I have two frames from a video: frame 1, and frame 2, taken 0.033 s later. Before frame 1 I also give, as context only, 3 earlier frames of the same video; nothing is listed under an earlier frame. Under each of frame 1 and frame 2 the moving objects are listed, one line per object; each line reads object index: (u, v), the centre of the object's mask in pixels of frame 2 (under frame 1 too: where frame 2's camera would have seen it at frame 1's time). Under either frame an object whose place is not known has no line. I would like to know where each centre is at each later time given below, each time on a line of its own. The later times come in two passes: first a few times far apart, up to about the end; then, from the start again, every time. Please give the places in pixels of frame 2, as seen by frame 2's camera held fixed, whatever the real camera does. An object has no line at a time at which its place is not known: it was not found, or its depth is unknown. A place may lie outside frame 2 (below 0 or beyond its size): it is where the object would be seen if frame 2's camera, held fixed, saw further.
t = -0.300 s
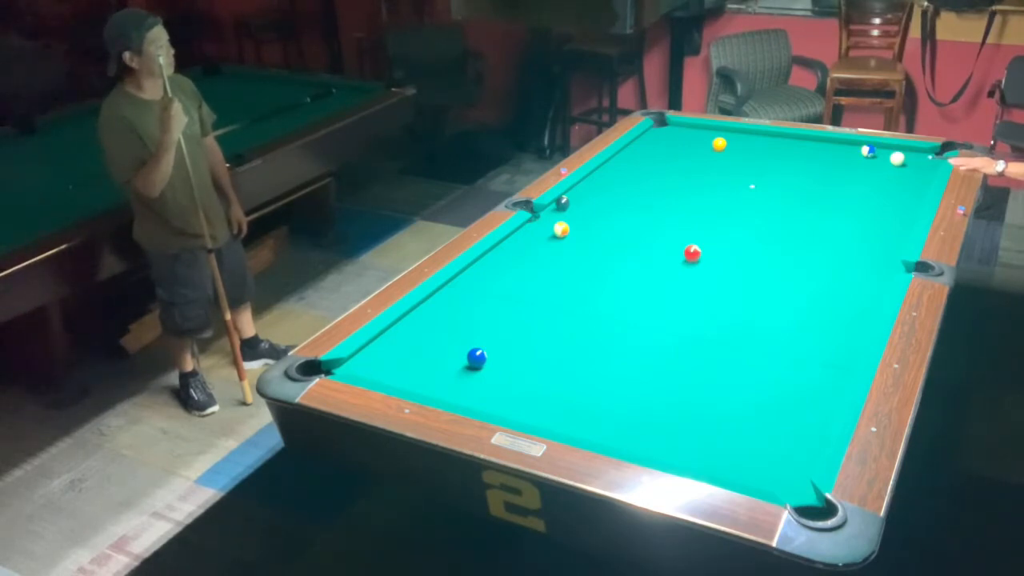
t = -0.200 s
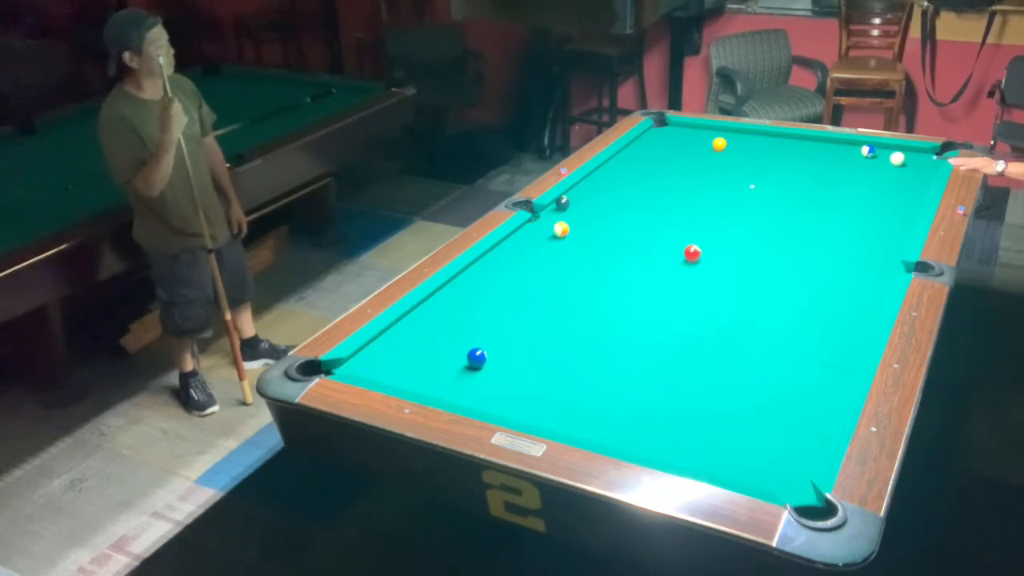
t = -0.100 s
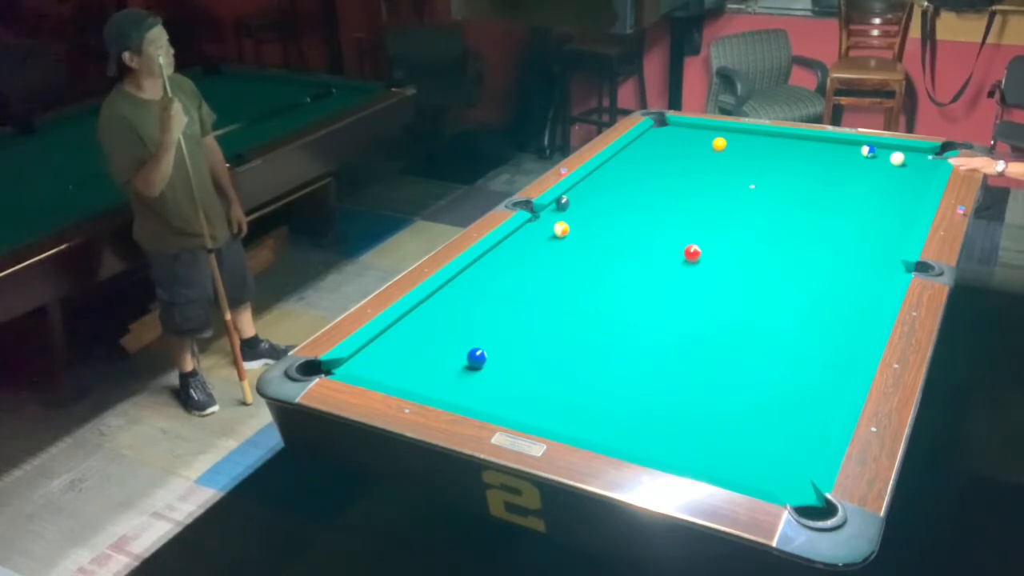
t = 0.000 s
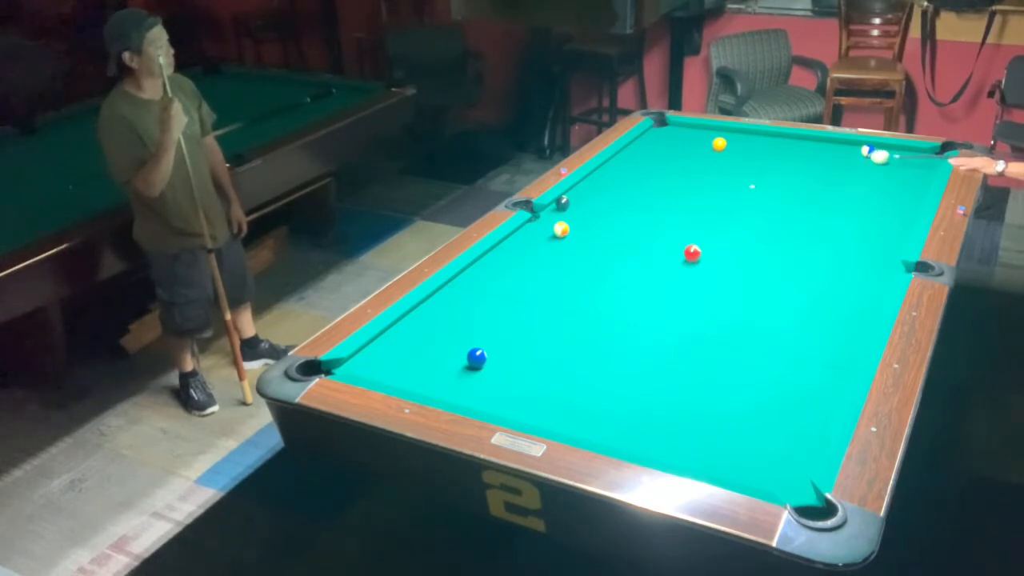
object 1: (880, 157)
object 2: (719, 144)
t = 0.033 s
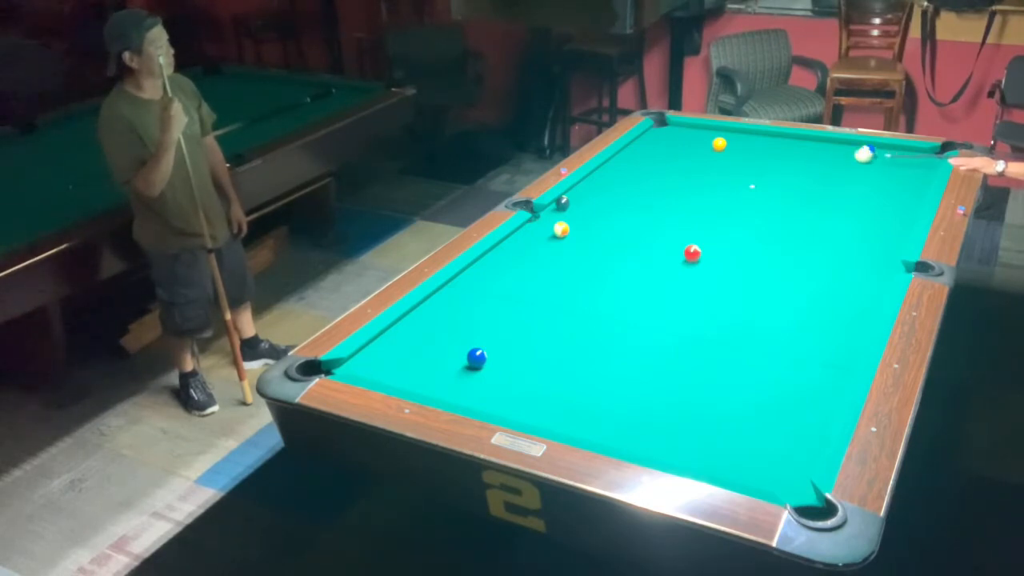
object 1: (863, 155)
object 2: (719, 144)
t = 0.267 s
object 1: (763, 148)
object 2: (719, 144)
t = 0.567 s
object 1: (707, 151)
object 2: (663, 134)
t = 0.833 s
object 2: (676, 133)
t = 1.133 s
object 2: (716, 135)
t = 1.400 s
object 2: (750, 138)
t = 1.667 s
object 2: (784, 140)
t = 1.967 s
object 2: (822, 142)
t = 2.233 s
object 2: (854, 144)
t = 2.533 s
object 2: (890, 147)
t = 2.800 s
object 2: (918, 150)
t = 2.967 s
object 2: (934, 152)
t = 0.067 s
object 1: (847, 154)
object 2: (719, 144)
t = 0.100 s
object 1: (832, 153)
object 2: (719, 144)
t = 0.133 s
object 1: (818, 152)
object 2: (719, 144)
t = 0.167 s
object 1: (804, 151)
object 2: (719, 144)
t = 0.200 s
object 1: (790, 150)
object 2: (719, 144)
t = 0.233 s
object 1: (776, 149)
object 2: (719, 144)
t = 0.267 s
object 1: (763, 148)
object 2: (719, 144)
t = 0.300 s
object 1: (749, 147)
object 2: (719, 144)
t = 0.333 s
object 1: (736, 146)
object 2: (719, 144)
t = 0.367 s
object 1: (729, 146)
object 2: (712, 143)
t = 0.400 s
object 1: (727, 148)
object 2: (703, 141)
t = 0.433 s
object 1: (724, 148)
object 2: (694, 139)
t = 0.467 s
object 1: (720, 149)
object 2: (685, 138)
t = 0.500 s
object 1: (716, 150)
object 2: (677, 136)
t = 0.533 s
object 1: (712, 150)
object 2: (670, 135)
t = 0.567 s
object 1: (707, 151)
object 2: (663, 134)
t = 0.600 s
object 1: (702, 151)
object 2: (656, 132)
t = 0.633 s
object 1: (698, 152)
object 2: (650, 132)
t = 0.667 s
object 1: (693, 152)
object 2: (653, 132)
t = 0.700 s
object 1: (688, 153)
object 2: (658, 132)
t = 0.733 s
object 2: (663, 132)
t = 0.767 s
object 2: (668, 132)
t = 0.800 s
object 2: (672, 133)
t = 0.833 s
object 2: (676, 133)
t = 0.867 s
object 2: (681, 133)
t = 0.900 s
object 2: (685, 133)
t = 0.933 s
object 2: (689, 134)
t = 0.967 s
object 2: (694, 134)
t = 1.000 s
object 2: (698, 134)
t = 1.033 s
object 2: (702, 135)
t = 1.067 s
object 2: (707, 135)
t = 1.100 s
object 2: (711, 135)
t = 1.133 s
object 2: (716, 135)
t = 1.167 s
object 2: (720, 136)
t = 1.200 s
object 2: (724, 136)
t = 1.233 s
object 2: (728, 136)
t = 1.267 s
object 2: (733, 137)
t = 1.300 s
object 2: (737, 137)
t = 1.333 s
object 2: (742, 137)
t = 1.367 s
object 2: (746, 137)
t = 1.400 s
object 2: (750, 138)
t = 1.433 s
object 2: (755, 138)
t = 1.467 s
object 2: (759, 138)
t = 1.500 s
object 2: (763, 138)
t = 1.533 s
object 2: (767, 138)
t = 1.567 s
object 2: (772, 139)
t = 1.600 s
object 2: (776, 139)
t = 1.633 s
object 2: (780, 139)
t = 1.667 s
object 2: (784, 140)
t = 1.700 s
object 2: (789, 140)
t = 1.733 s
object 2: (793, 140)
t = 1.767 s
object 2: (797, 140)
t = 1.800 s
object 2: (801, 141)
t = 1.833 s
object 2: (805, 141)
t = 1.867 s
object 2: (810, 141)
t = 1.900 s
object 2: (813, 141)
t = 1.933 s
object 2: (818, 142)
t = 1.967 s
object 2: (822, 142)
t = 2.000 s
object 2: (826, 142)
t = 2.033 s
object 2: (830, 142)
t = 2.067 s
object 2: (834, 143)
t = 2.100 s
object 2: (838, 143)
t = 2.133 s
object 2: (842, 143)
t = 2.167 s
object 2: (846, 144)
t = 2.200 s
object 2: (850, 144)
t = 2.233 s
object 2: (854, 144)
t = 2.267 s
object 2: (857, 144)
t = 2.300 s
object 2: (861, 143)
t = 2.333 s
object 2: (865, 143)
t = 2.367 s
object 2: (871, 143)
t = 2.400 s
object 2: (876, 144)
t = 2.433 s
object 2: (879, 145)
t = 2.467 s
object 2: (882, 146)
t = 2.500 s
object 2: (886, 147)
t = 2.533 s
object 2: (890, 147)
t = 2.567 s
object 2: (894, 147)
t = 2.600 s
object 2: (897, 147)
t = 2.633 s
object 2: (901, 148)
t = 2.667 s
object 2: (905, 148)
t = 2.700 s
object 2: (908, 148)
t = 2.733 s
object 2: (911, 149)
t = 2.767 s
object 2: (915, 149)
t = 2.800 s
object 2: (918, 150)
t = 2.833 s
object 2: (921, 150)
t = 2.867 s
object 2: (925, 151)
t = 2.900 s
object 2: (928, 151)
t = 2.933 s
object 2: (931, 152)
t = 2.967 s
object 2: (934, 152)
